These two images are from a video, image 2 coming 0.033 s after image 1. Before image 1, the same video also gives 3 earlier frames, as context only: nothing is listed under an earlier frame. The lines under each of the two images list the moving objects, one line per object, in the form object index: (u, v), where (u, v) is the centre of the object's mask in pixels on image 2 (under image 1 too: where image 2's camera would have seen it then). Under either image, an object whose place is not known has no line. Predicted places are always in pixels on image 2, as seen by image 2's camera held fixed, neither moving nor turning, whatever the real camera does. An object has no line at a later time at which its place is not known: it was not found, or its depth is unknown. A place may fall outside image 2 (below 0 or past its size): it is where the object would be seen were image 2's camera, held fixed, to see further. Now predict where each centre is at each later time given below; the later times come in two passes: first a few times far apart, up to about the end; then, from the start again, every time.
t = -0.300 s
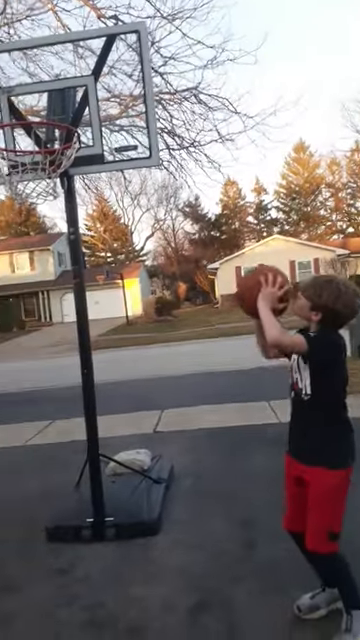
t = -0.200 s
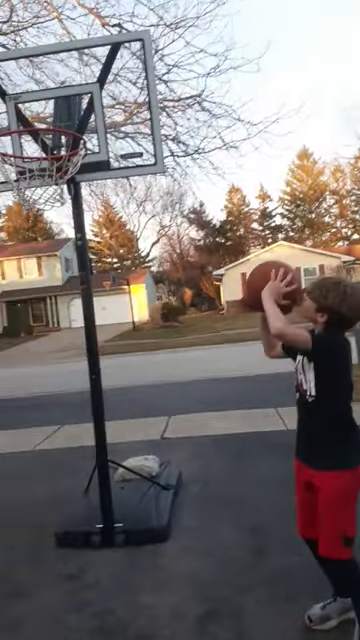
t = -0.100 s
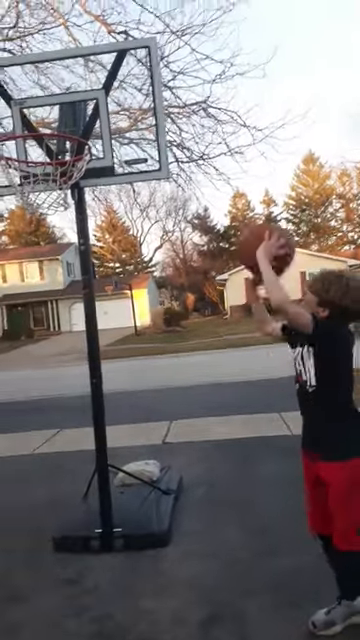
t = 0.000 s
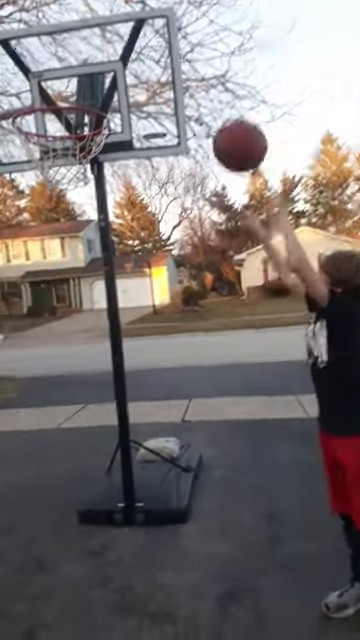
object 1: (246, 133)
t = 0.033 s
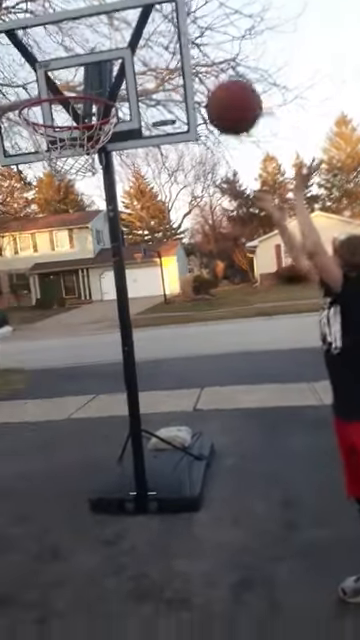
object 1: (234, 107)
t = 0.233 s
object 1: (140, 21)
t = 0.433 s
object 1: (66, 35)
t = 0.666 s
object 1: (7, 105)
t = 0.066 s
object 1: (221, 82)
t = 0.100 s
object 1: (202, 62)
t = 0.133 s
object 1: (185, 46)
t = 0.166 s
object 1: (172, 36)
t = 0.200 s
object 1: (156, 28)
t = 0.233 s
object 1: (140, 21)
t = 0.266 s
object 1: (128, 17)
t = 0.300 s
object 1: (115, 17)
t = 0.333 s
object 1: (101, 17)
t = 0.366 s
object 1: (89, 21)
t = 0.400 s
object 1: (77, 27)
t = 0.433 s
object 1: (66, 35)
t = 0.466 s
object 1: (55, 46)
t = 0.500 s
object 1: (46, 58)
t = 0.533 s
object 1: (36, 72)
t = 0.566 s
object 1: (27, 89)
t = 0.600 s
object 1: (19, 98)
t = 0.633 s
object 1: (13, 100)
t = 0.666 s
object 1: (7, 105)
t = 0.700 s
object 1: (0, 112)
